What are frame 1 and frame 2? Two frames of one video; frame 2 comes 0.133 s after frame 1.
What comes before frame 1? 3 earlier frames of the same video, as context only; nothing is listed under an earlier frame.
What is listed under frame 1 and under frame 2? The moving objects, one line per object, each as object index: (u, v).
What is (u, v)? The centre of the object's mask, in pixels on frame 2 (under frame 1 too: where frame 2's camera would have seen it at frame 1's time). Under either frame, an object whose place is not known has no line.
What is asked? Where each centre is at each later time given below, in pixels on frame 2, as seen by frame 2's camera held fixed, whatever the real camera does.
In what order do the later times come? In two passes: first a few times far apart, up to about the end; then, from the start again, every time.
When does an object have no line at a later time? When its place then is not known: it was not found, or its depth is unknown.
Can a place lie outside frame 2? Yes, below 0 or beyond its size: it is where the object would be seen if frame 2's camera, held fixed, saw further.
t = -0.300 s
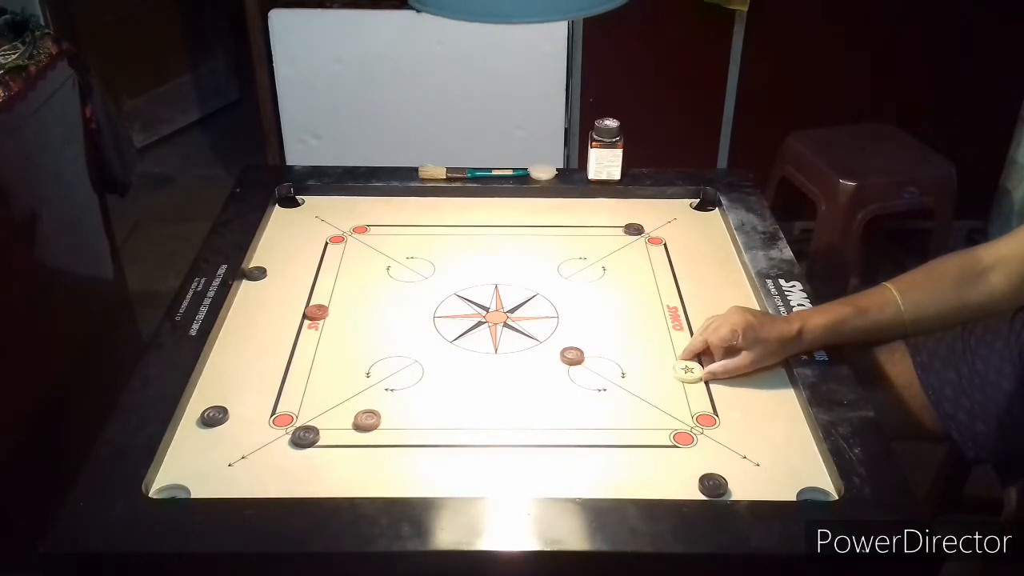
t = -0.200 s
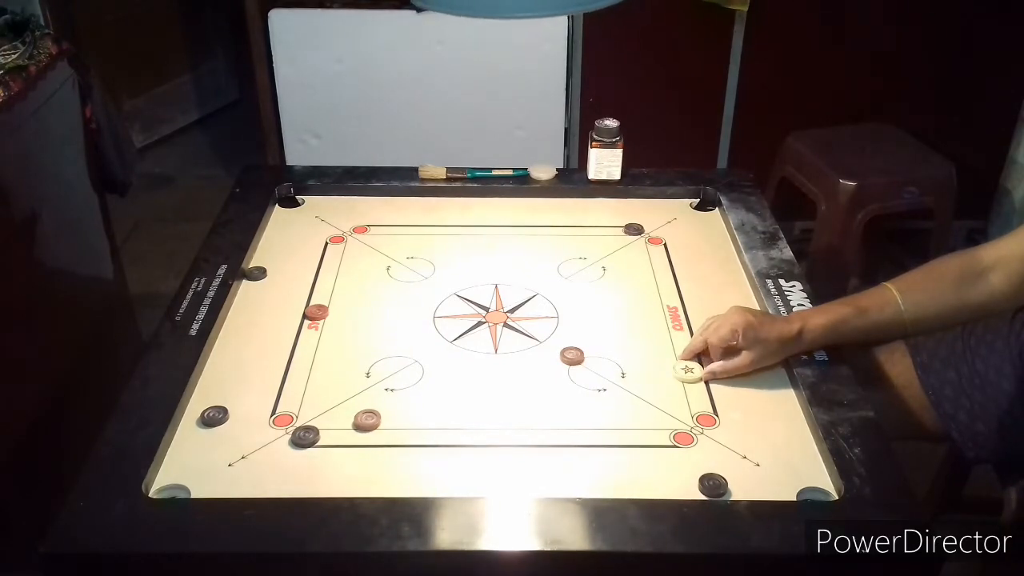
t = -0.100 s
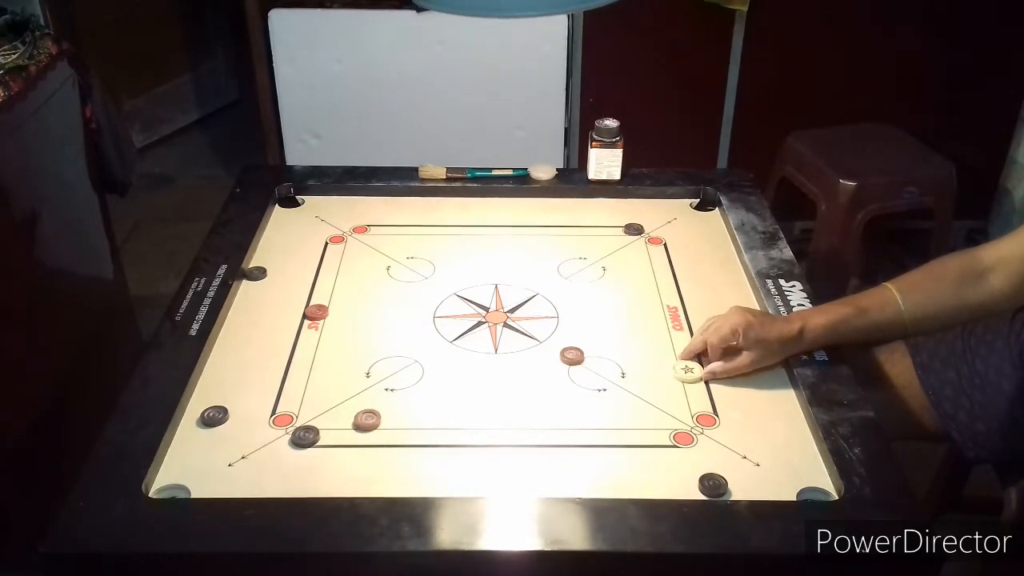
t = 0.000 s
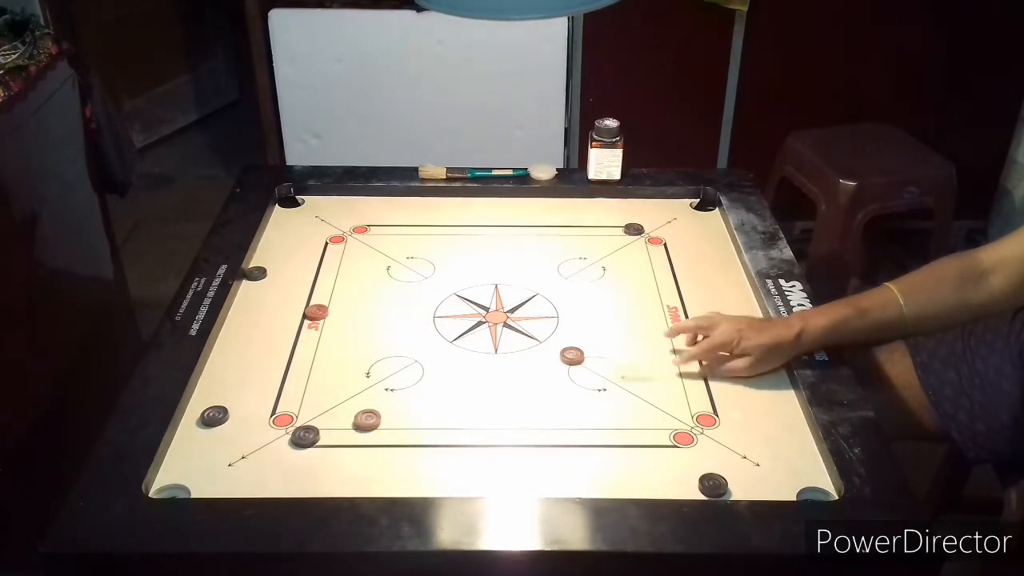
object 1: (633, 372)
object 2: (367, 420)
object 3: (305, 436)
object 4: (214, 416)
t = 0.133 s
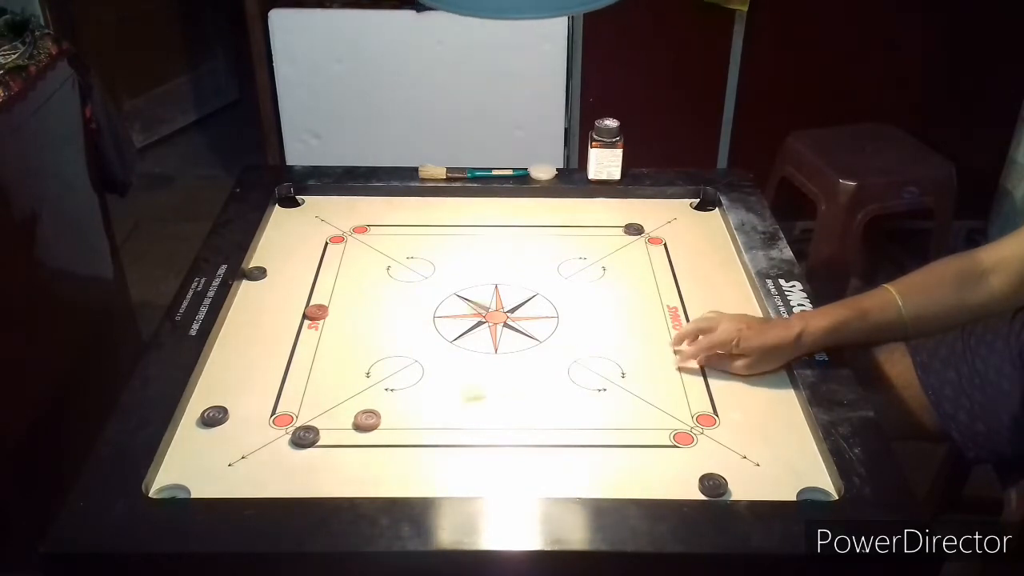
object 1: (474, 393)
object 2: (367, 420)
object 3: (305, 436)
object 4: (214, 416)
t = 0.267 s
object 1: (348, 407)
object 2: (323, 451)
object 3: (302, 436)
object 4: (214, 416)
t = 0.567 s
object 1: (206, 398)
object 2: (251, 447)
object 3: (244, 413)
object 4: (210, 429)
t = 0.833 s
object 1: (219, 387)
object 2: (252, 447)
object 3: (278, 401)
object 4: (230, 433)
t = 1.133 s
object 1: (219, 387)
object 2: (251, 447)
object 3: (279, 401)
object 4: (230, 433)
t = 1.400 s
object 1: (219, 387)
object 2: (251, 447)
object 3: (279, 401)
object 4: (230, 433)
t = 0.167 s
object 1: (436, 399)
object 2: (367, 420)
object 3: (305, 436)
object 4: (214, 416)
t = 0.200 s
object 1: (403, 402)
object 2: (367, 420)
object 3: (305, 436)
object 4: (214, 416)
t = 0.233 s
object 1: (370, 408)
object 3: (305, 436)
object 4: (214, 416)
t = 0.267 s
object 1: (348, 407)
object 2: (323, 451)
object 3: (302, 436)
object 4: (214, 416)
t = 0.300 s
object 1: (326, 407)
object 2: (306, 469)
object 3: (290, 435)
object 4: (214, 416)
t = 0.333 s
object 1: (304, 406)
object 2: (289, 487)
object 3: (280, 434)
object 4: (214, 416)
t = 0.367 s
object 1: (285, 406)
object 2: (276, 490)
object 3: (272, 433)
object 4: (214, 416)
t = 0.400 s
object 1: (263, 407)
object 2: (268, 480)
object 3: (265, 432)
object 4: (214, 416)
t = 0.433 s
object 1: (246, 407)
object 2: (263, 468)
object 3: (260, 432)
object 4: (214, 416)
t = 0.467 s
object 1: (231, 405)
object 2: (257, 457)
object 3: (255, 431)
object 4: (202, 421)
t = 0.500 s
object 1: (221, 402)
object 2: (255, 449)
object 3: (252, 428)
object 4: (195, 425)
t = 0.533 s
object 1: (213, 399)
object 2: (253, 447)
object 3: (248, 420)
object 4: (202, 427)
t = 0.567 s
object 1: (206, 398)
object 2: (251, 447)
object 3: (244, 413)
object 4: (210, 429)
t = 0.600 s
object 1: (210, 397)
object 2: (251, 447)
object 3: (242, 406)
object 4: (217, 430)
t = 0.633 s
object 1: (215, 395)
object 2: (251, 447)
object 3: (243, 403)
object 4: (222, 431)
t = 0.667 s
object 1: (217, 391)
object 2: (251, 447)
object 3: (252, 402)
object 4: (225, 432)
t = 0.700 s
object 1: (218, 389)
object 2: (251, 447)
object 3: (259, 402)
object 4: (228, 433)
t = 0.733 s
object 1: (220, 387)
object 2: (251, 447)
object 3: (265, 402)
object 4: (230, 433)
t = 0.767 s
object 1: (220, 387)
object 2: (251, 447)
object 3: (270, 402)
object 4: (230, 433)
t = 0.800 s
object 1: (220, 387)
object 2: (251, 447)
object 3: (275, 401)
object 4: (230, 433)
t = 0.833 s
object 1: (219, 387)
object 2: (252, 447)
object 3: (278, 401)
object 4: (230, 433)
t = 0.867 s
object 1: (219, 387)
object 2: (251, 447)
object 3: (279, 401)
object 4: (230, 433)
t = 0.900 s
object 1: (219, 387)
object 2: (251, 447)
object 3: (279, 401)
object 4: (230, 433)
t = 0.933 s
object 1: (219, 387)
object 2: (251, 447)
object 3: (279, 401)
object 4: (230, 433)
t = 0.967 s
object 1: (219, 387)
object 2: (252, 447)
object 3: (279, 401)
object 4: (230, 433)
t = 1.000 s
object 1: (219, 387)
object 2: (251, 447)
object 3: (279, 401)
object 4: (230, 433)
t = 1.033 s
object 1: (219, 387)
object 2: (252, 447)
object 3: (279, 401)
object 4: (230, 433)
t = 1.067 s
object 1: (219, 387)
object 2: (251, 447)
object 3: (279, 401)
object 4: (230, 433)
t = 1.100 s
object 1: (219, 387)
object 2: (251, 447)
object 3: (279, 401)
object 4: (230, 433)
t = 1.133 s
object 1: (219, 387)
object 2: (251, 447)
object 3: (279, 401)
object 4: (230, 433)
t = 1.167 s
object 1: (219, 387)
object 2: (251, 447)
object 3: (279, 401)
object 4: (230, 433)
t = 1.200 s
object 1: (219, 387)
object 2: (251, 447)
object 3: (279, 401)
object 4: (230, 433)
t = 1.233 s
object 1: (219, 387)
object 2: (251, 447)
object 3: (279, 401)
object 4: (230, 433)
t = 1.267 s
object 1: (219, 387)
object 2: (251, 447)
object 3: (279, 401)
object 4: (230, 433)
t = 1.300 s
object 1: (219, 387)
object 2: (251, 447)
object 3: (279, 401)
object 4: (230, 433)
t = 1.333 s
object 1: (219, 387)
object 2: (251, 447)
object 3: (279, 401)
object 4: (230, 433)
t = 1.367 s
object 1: (219, 387)
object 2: (251, 447)
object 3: (279, 401)
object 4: (230, 433)
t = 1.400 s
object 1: (219, 387)
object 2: (251, 447)
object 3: (279, 401)
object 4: (230, 433)
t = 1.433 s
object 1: (219, 387)
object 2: (251, 447)
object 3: (279, 401)
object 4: (230, 433)
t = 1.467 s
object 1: (219, 387)
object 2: (251, 447)
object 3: (279, 401)
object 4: (230, 433)
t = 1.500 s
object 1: (219, 387)
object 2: (251, 447)
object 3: (279, 401)
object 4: (230, 433)
